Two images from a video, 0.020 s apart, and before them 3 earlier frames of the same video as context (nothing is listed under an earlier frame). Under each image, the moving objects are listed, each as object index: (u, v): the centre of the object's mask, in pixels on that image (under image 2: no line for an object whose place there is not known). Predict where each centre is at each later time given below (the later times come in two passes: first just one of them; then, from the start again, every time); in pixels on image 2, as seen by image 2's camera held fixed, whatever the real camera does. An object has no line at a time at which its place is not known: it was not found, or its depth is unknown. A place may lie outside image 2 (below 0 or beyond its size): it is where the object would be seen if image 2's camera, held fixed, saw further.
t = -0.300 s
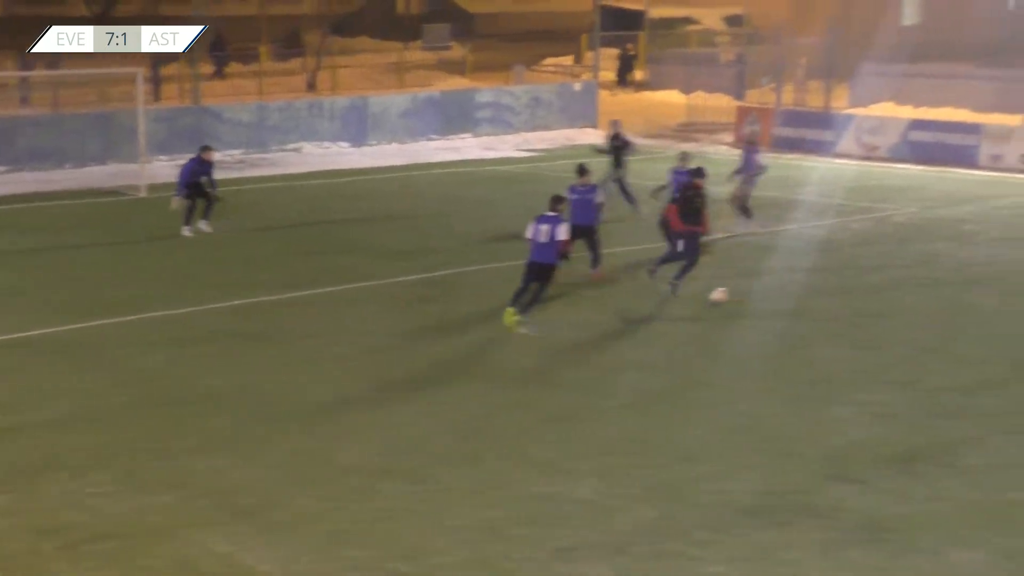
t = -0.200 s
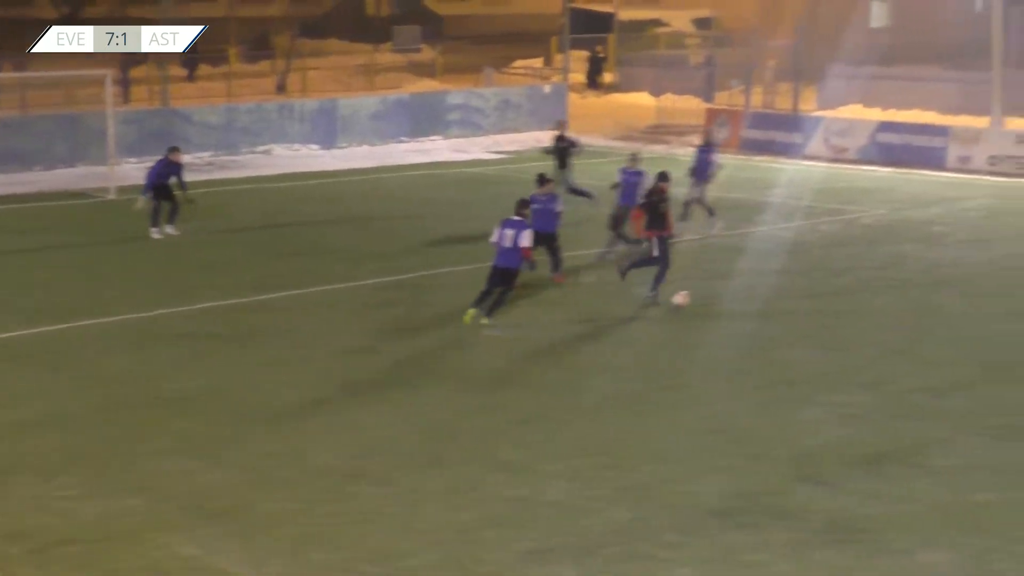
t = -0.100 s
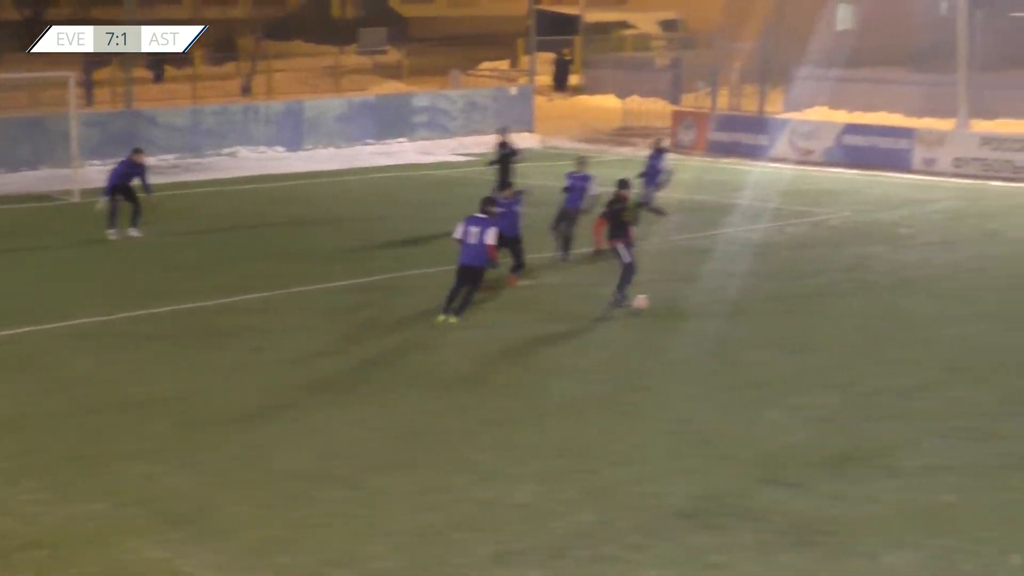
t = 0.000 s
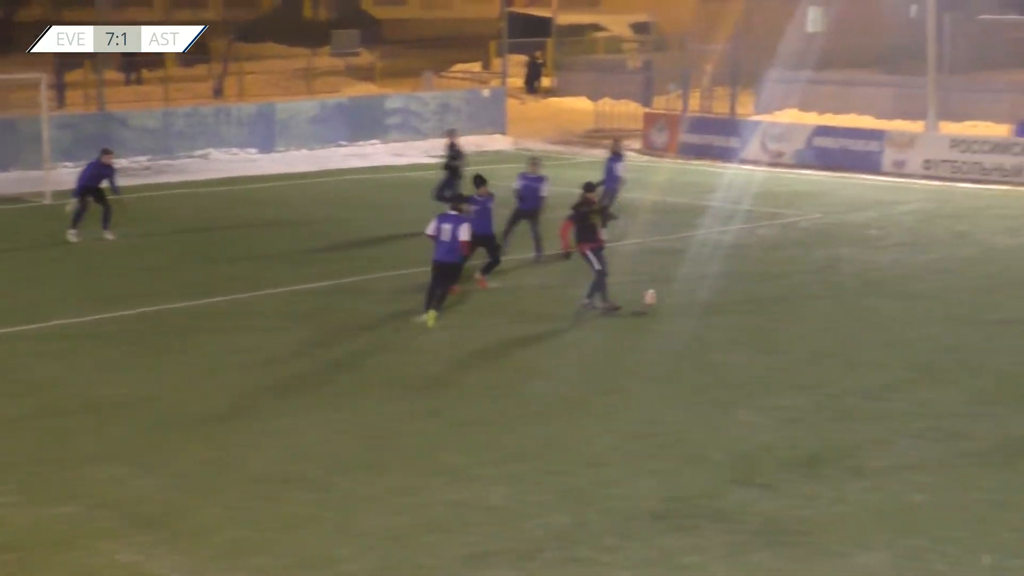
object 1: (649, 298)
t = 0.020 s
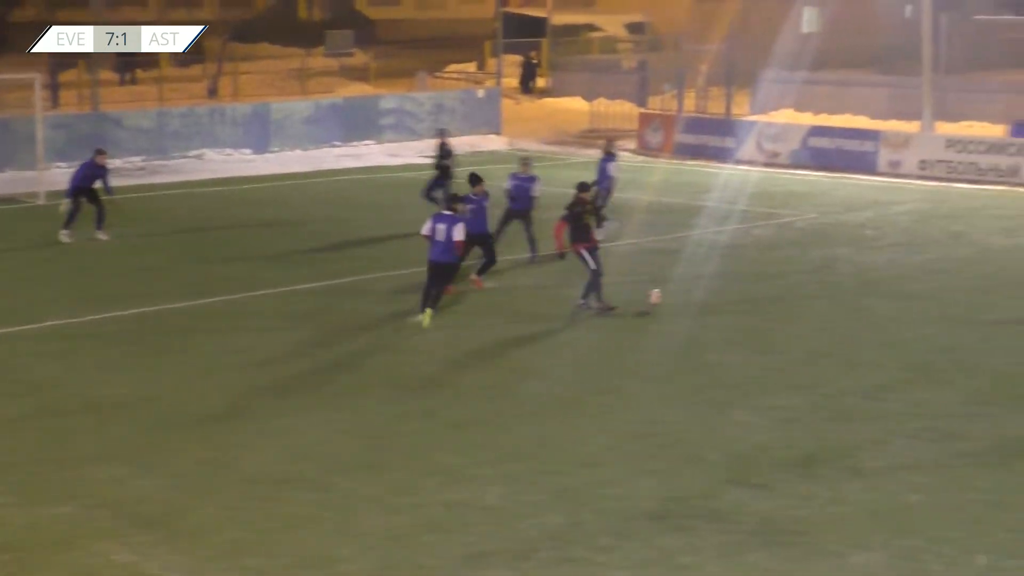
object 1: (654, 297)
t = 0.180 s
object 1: (727, 298)
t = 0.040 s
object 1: (663, 296)
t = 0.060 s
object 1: (673, 296)
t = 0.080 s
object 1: (682, 296)
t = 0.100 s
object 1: (692, 296)
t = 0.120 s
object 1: (700, 296)
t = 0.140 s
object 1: (710, 297)
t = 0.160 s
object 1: (718, 297)
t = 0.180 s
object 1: (727, 298)
